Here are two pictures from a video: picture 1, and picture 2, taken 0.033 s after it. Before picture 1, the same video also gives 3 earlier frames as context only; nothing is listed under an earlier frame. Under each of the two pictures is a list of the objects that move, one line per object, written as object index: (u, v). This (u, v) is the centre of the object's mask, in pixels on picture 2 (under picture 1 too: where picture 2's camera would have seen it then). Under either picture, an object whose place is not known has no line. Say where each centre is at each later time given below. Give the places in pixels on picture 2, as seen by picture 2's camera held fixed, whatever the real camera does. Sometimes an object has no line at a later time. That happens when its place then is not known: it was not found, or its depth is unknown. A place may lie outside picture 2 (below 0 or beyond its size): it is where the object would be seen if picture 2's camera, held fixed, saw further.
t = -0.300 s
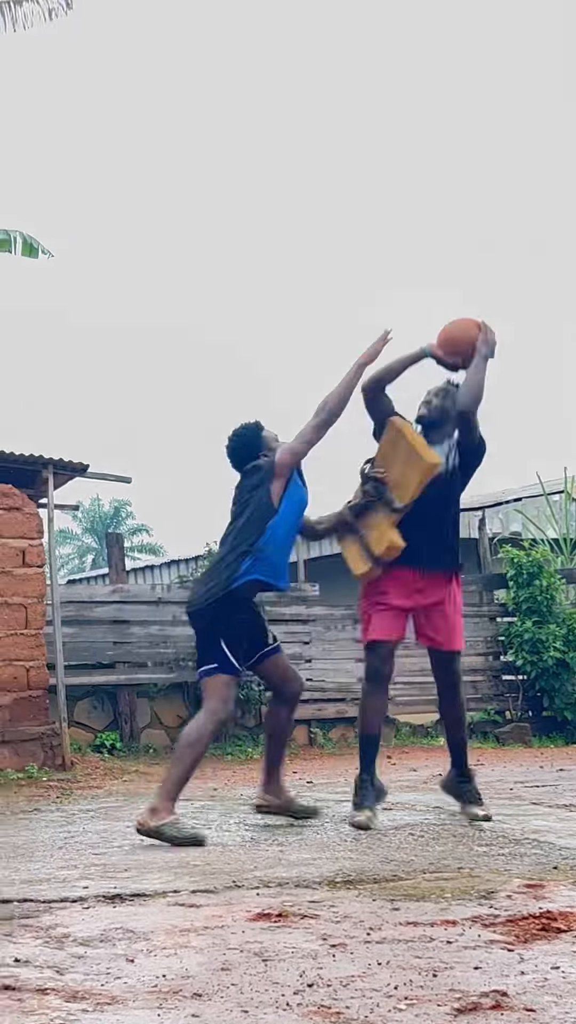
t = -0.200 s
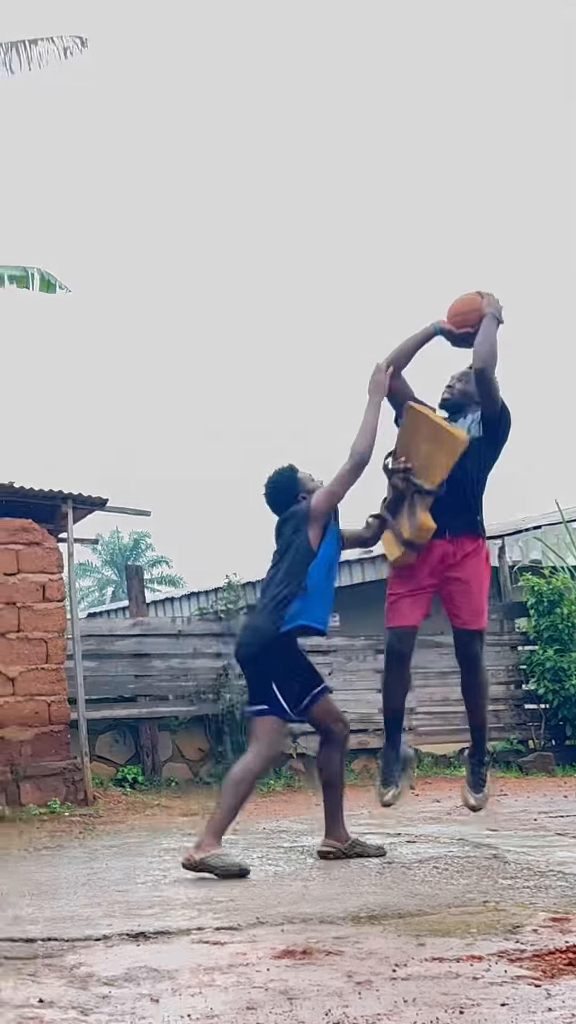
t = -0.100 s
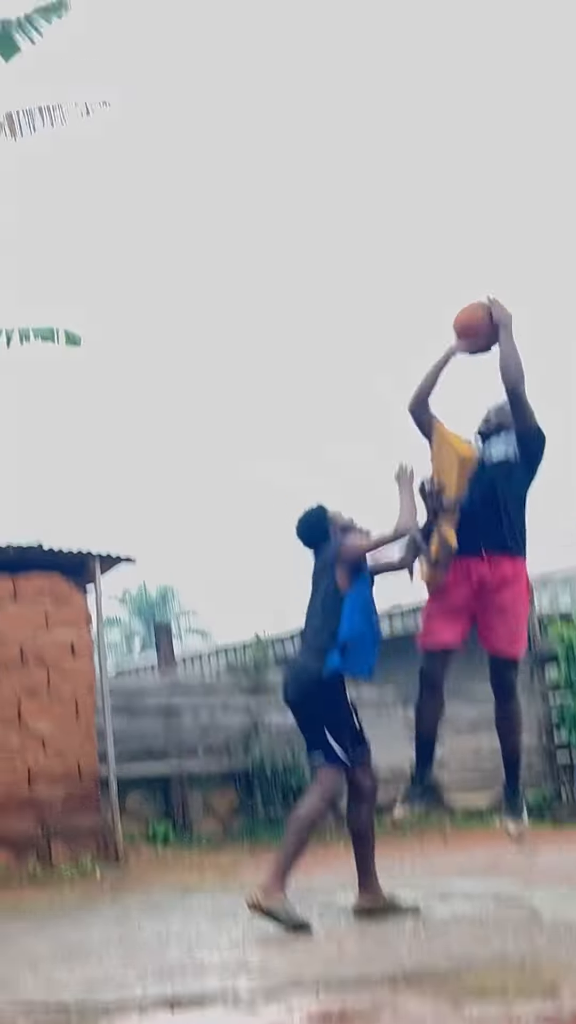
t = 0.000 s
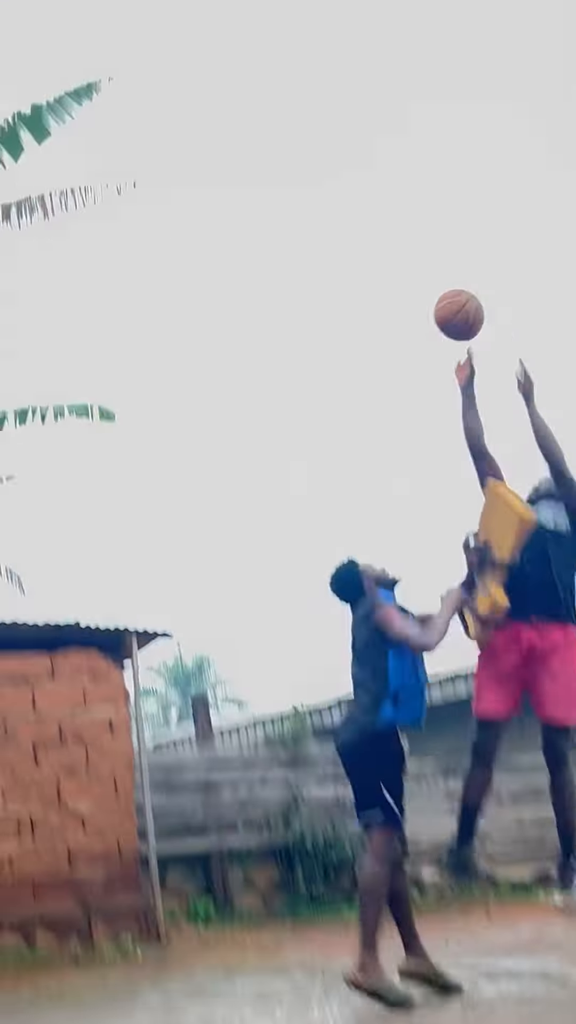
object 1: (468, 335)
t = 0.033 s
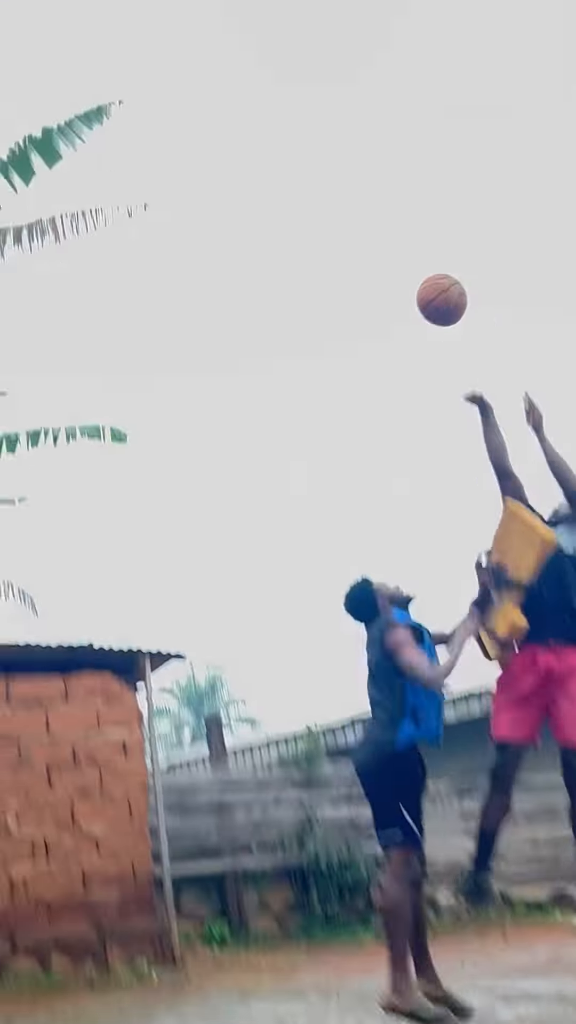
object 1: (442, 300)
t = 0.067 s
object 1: (416, 267)
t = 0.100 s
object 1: (388, 235)
